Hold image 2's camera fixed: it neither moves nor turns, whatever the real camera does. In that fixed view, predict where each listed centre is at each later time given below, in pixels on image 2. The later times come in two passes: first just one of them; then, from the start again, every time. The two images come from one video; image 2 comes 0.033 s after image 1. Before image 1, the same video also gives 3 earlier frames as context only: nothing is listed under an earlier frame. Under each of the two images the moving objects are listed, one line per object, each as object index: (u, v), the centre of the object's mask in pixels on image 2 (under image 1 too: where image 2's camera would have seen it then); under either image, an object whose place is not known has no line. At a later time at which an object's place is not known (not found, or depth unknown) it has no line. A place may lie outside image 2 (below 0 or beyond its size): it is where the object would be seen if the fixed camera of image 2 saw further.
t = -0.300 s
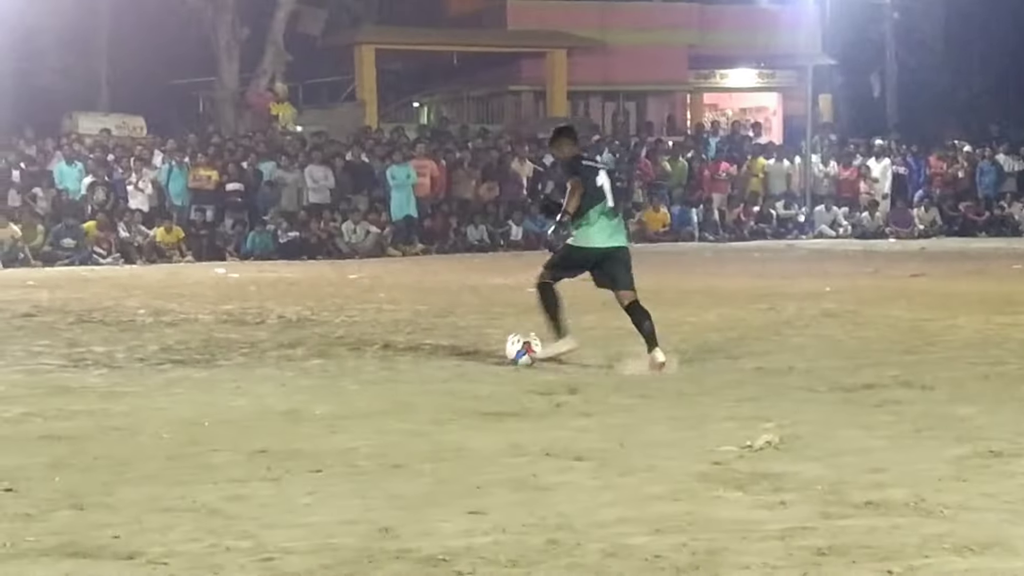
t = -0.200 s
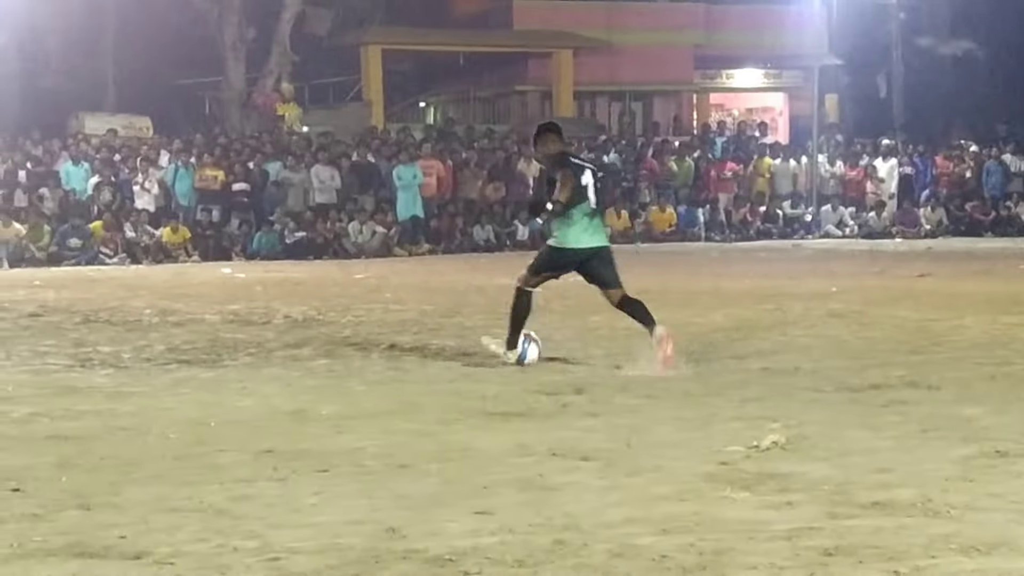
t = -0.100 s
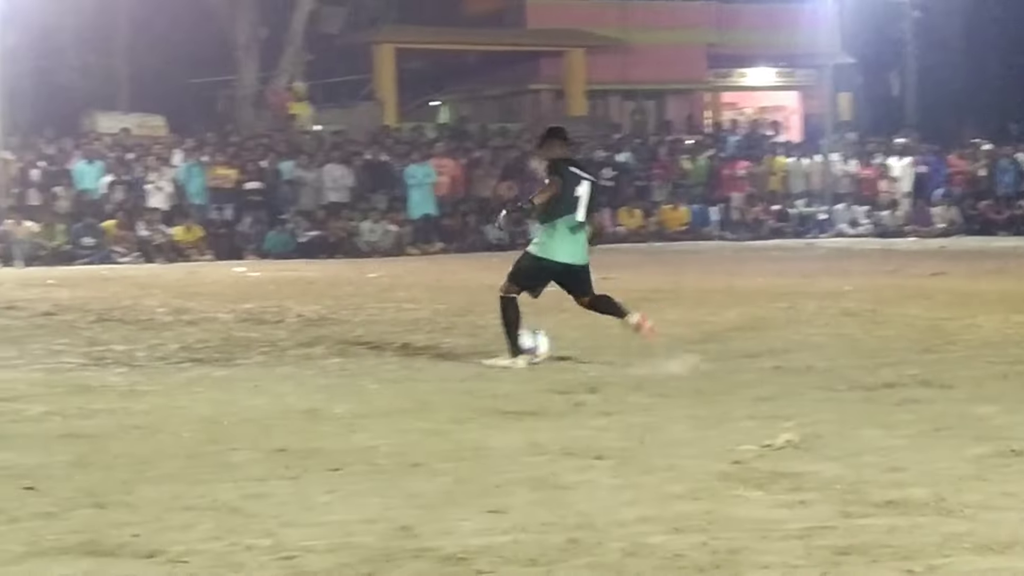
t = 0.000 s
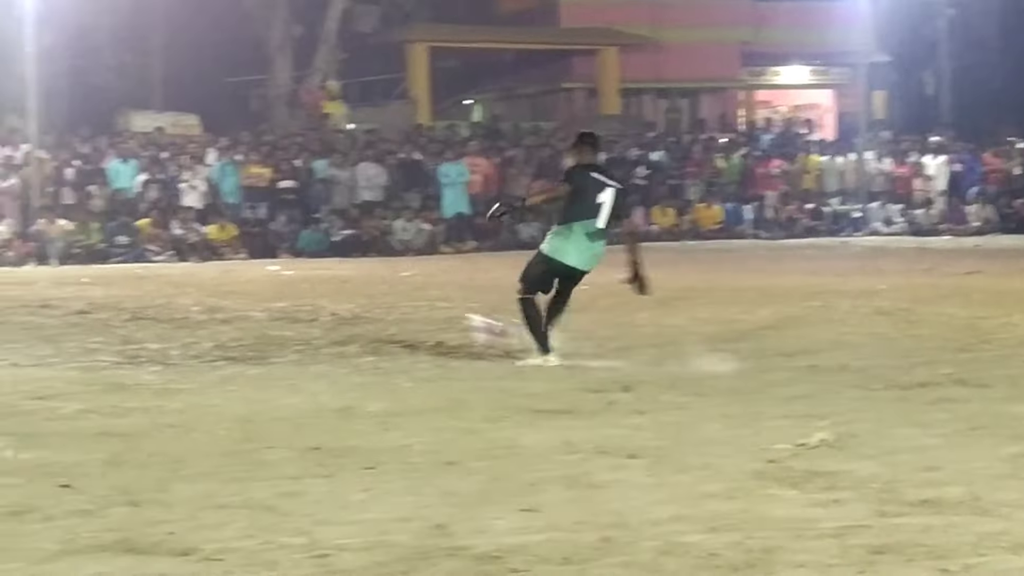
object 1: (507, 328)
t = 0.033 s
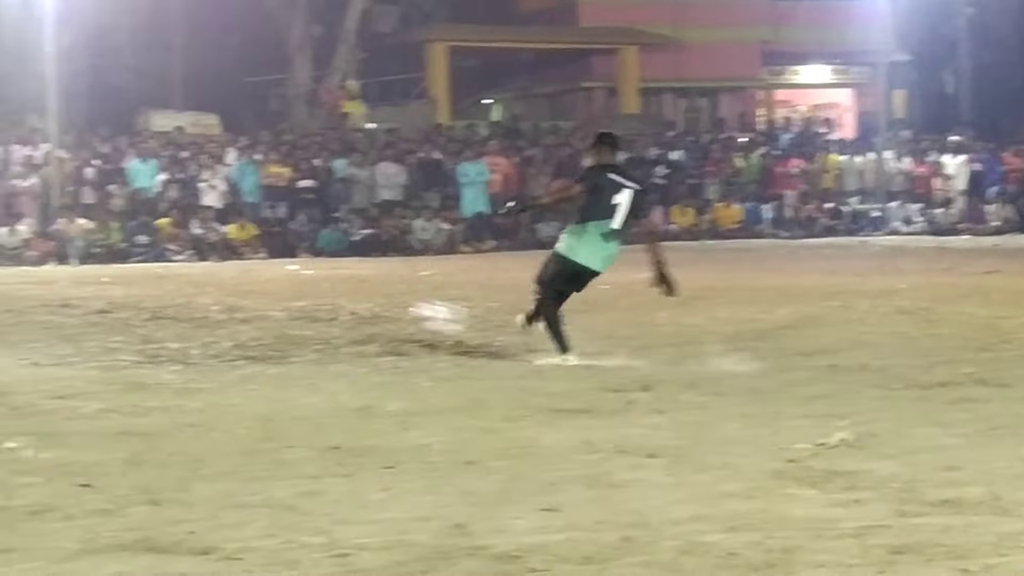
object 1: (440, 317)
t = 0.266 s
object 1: (-8, 274)
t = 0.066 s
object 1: (367, 307)
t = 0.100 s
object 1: (297, 297)
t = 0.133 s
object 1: (234, 289)
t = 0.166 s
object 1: (170, 283)
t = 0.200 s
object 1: (111, 279)
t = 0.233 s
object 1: (58, 276)
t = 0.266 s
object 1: (-8, 274)
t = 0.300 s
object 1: (-60, 274)
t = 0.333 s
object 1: (-108, 275)
